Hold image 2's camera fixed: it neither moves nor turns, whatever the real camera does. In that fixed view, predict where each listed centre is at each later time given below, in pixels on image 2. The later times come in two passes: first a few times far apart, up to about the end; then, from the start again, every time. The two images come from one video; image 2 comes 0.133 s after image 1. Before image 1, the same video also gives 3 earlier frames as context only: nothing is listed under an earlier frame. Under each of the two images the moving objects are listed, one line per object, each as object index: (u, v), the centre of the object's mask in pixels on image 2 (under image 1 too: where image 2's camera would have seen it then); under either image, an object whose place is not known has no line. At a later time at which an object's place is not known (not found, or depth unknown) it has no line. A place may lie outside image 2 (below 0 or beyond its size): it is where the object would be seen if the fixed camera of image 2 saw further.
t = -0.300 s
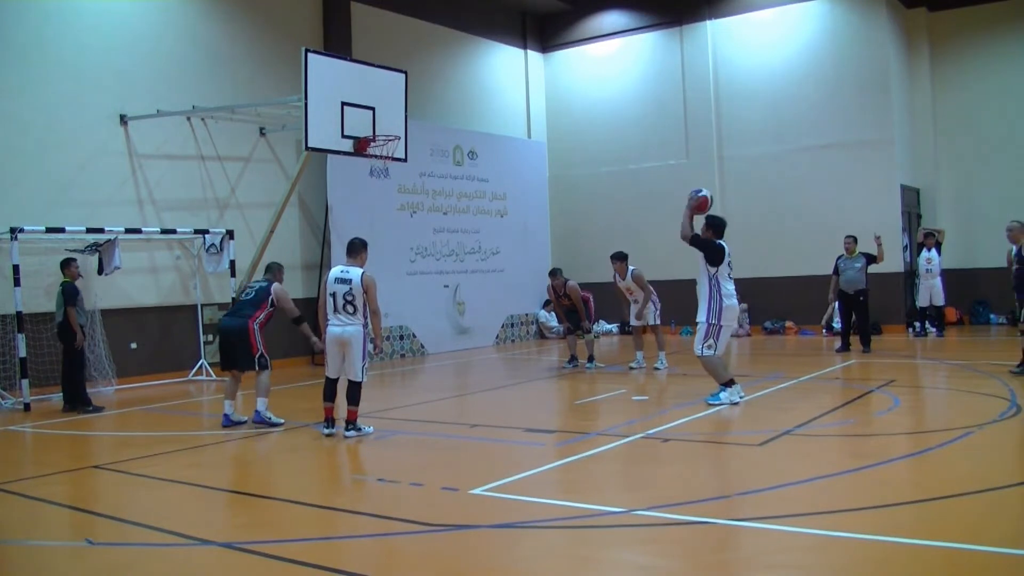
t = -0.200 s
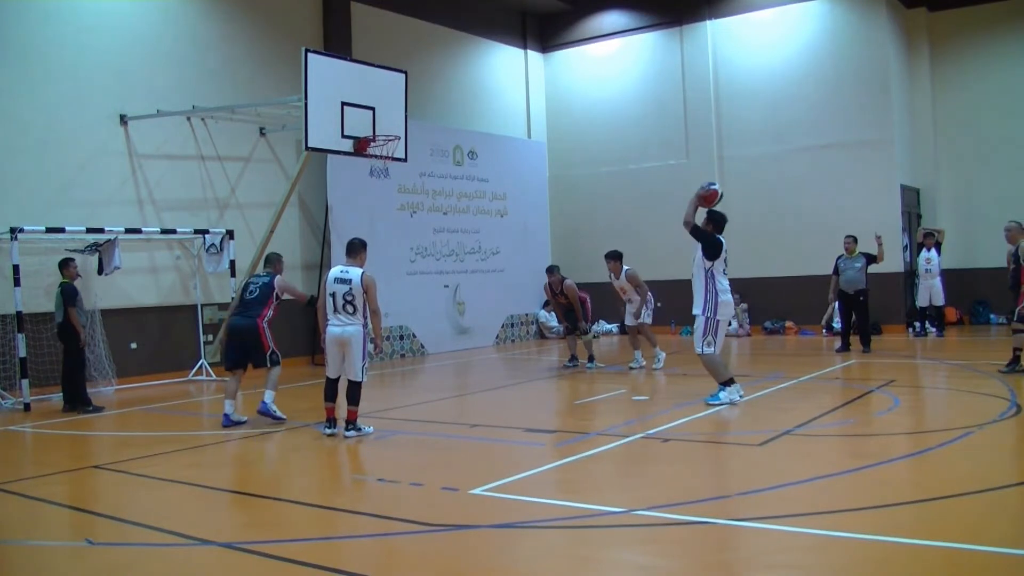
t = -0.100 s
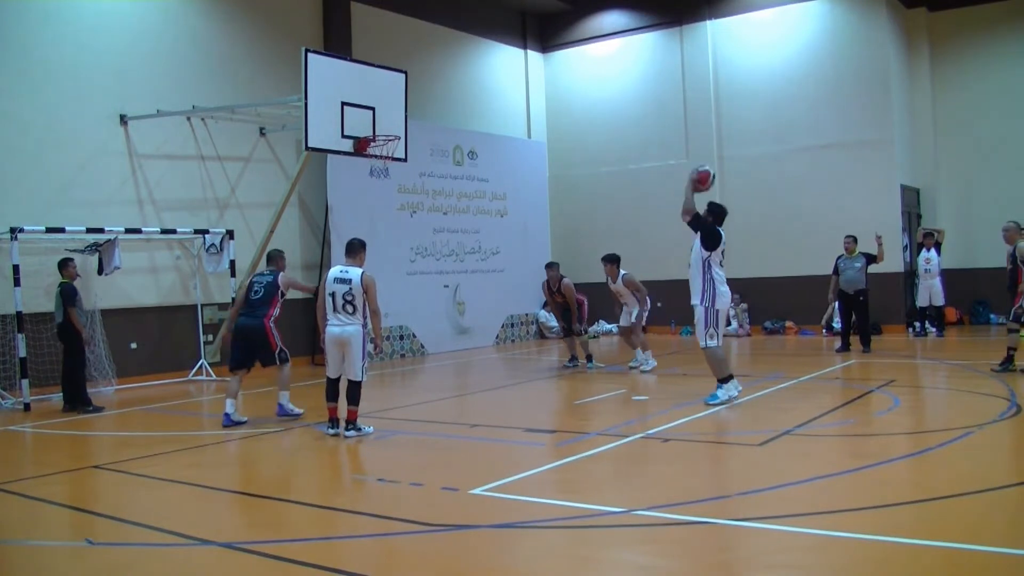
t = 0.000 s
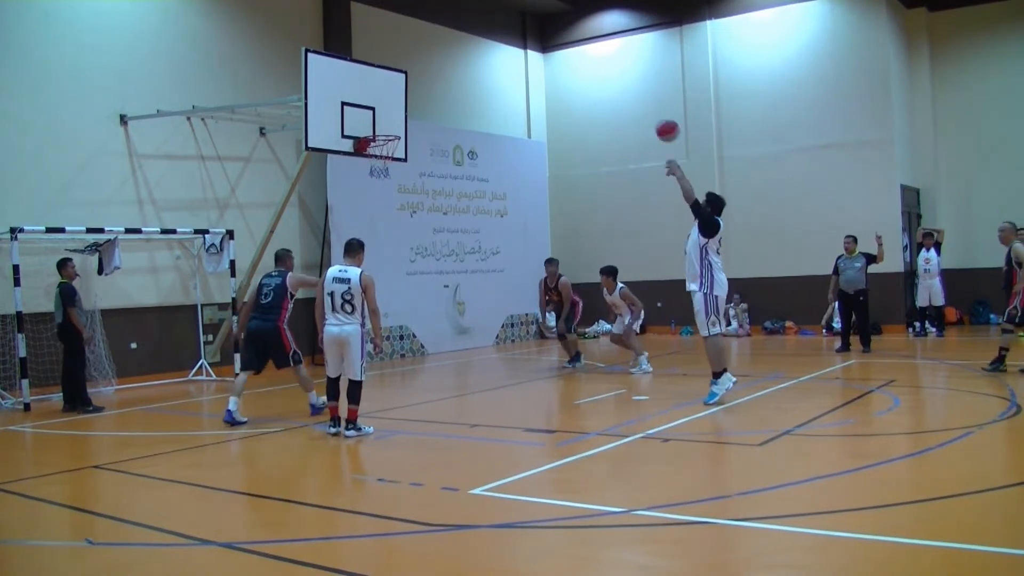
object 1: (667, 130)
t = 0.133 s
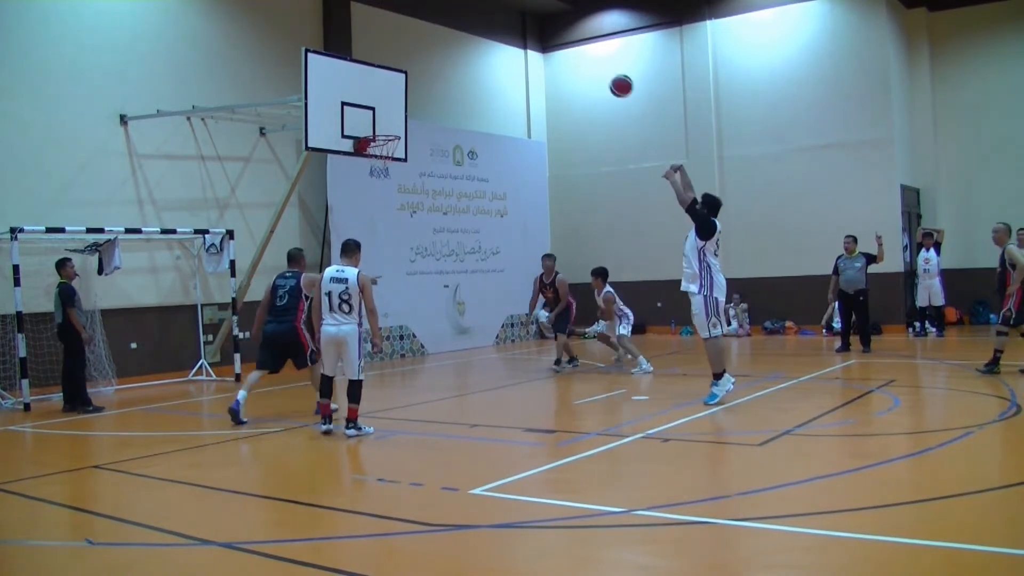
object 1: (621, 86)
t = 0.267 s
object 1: (578, 58)
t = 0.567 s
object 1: (478, 52)
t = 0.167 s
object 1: (607, 75)
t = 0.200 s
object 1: (592, 66)
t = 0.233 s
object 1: (585, 62)
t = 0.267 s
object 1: (578, 58)
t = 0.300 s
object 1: (564, 52)
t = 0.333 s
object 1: (550, 47)
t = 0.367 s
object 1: (538, 45)
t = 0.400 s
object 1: (525, 43)
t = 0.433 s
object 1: (518, 43)
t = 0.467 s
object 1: (513, 44)
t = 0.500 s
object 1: (500, 45)
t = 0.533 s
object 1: (489, 48)
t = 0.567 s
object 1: (478, 52)
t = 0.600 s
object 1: (466, 58)
